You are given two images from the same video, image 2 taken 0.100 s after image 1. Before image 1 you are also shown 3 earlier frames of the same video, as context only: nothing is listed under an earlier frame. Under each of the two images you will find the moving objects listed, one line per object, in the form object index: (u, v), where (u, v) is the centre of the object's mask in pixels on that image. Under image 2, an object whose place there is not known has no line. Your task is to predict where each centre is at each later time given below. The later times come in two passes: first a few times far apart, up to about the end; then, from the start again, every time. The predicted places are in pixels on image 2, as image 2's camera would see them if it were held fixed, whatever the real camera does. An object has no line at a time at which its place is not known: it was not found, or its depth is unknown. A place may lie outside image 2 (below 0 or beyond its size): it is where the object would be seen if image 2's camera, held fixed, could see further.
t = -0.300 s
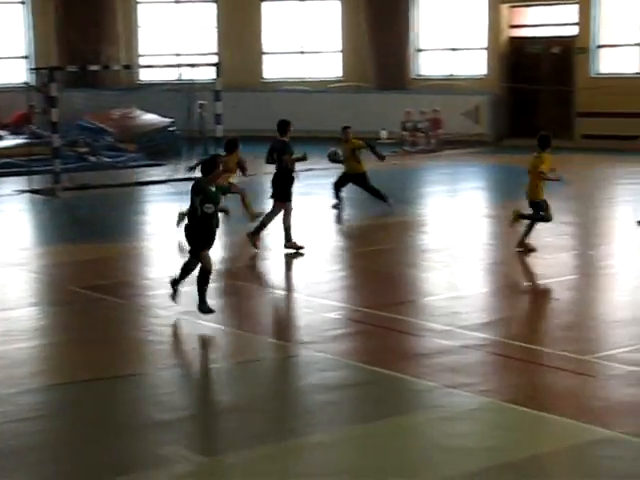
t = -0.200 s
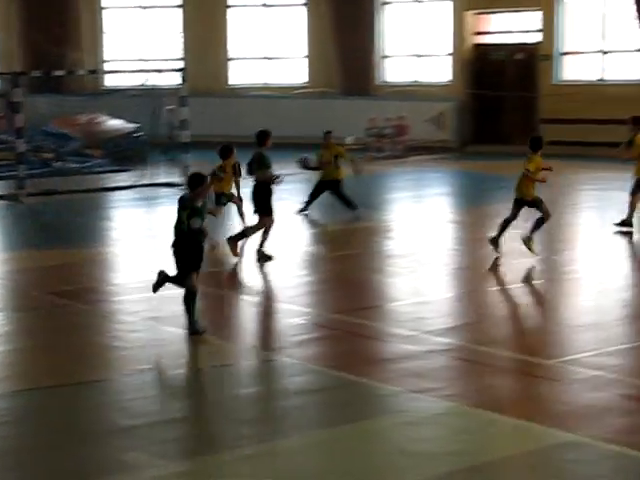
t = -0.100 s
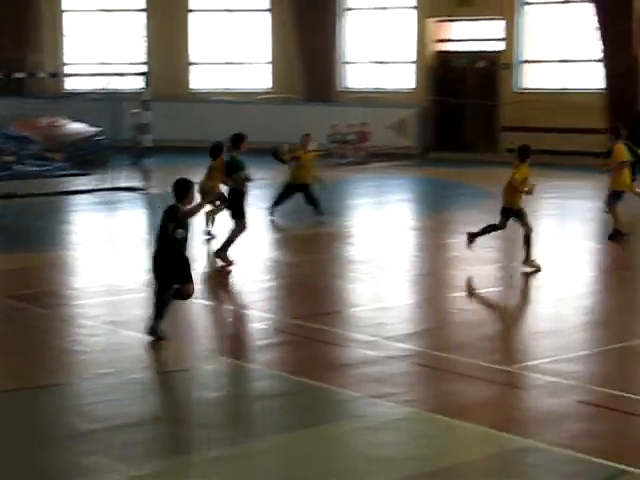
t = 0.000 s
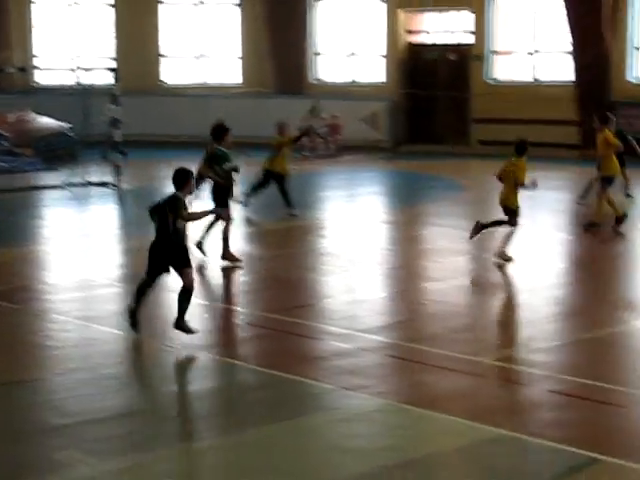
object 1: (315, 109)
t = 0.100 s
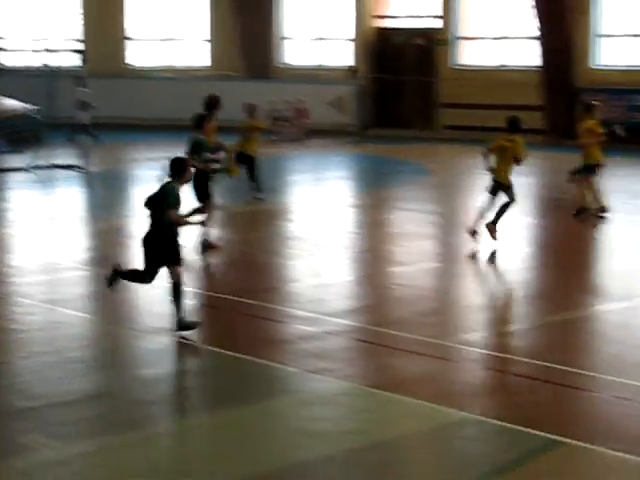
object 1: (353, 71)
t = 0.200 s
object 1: (425, 51)
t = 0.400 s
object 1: (583, 41)
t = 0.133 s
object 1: (378, 63)
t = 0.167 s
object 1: (404, 57)
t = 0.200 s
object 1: (425, 51)
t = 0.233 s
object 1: (454, 48)
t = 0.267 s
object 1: (478, 46)
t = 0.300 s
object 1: (502, 43)
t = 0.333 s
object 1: (530, 41)
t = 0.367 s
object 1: (556, 39)
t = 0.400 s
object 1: (583, 41)
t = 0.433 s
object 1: (609, 40)
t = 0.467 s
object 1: (636, 42)
